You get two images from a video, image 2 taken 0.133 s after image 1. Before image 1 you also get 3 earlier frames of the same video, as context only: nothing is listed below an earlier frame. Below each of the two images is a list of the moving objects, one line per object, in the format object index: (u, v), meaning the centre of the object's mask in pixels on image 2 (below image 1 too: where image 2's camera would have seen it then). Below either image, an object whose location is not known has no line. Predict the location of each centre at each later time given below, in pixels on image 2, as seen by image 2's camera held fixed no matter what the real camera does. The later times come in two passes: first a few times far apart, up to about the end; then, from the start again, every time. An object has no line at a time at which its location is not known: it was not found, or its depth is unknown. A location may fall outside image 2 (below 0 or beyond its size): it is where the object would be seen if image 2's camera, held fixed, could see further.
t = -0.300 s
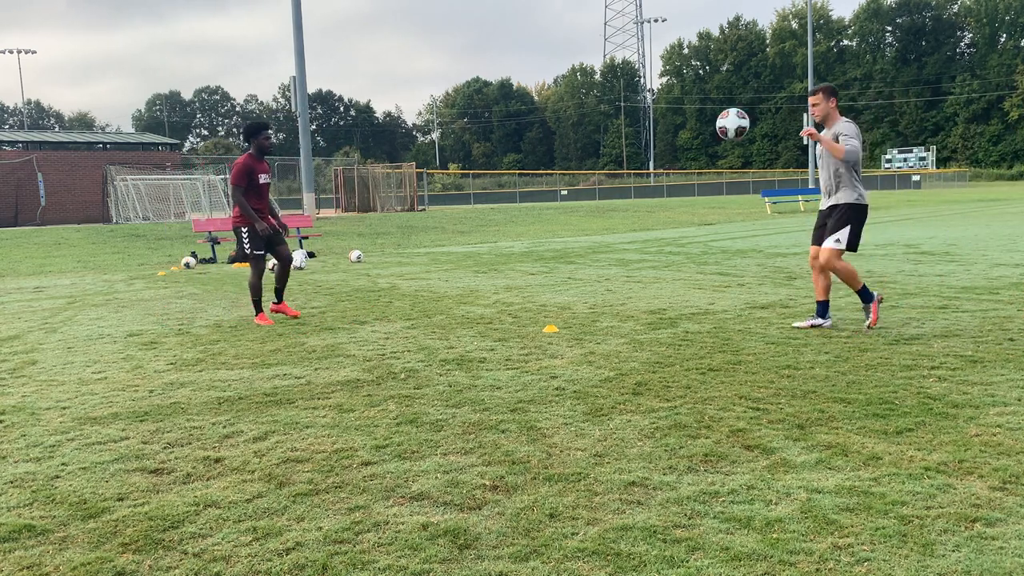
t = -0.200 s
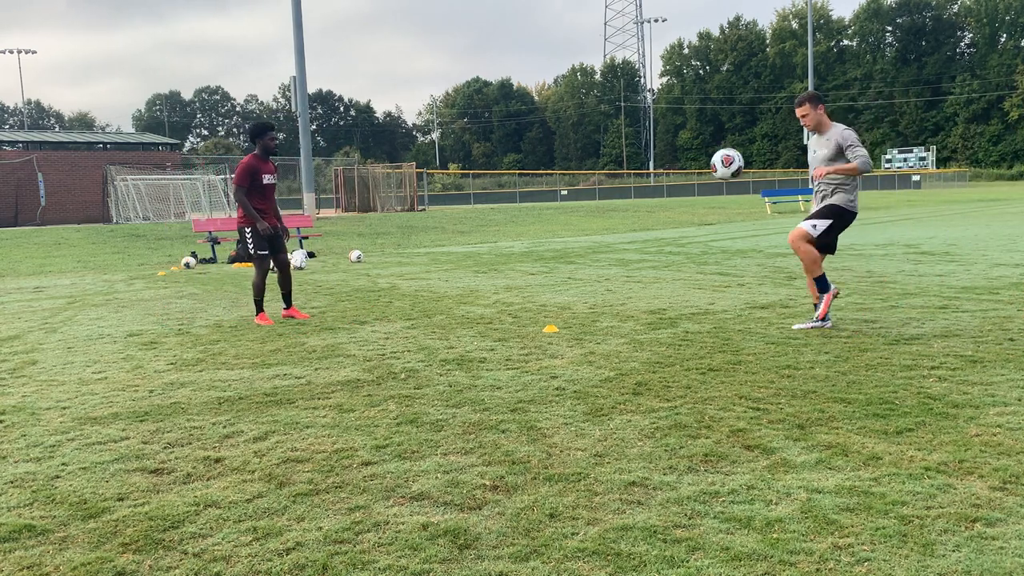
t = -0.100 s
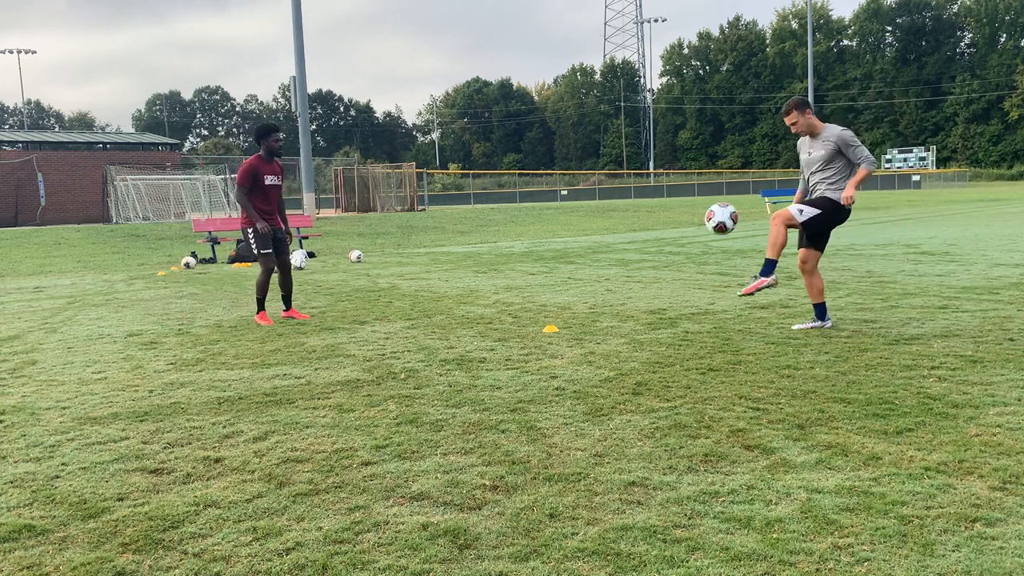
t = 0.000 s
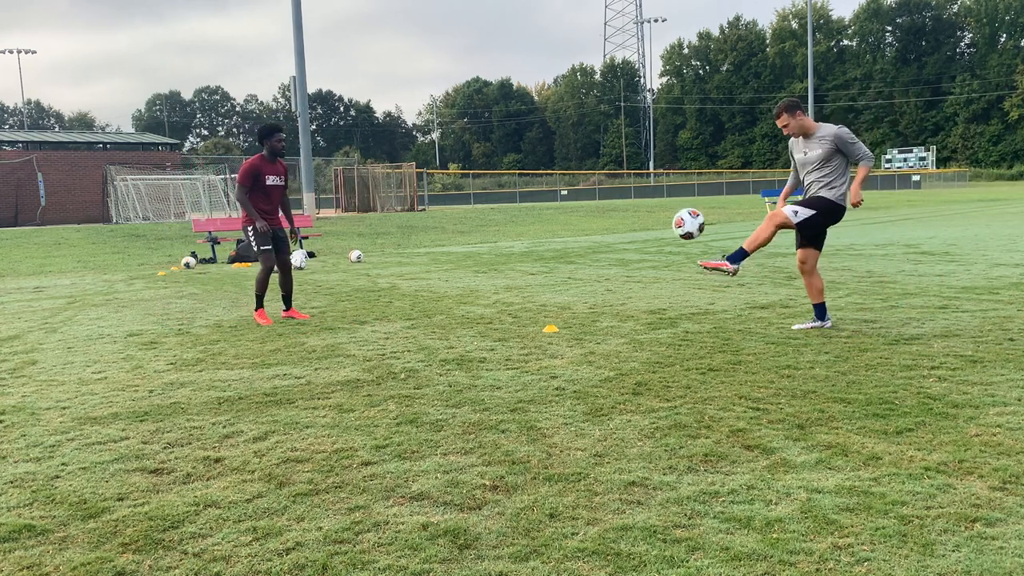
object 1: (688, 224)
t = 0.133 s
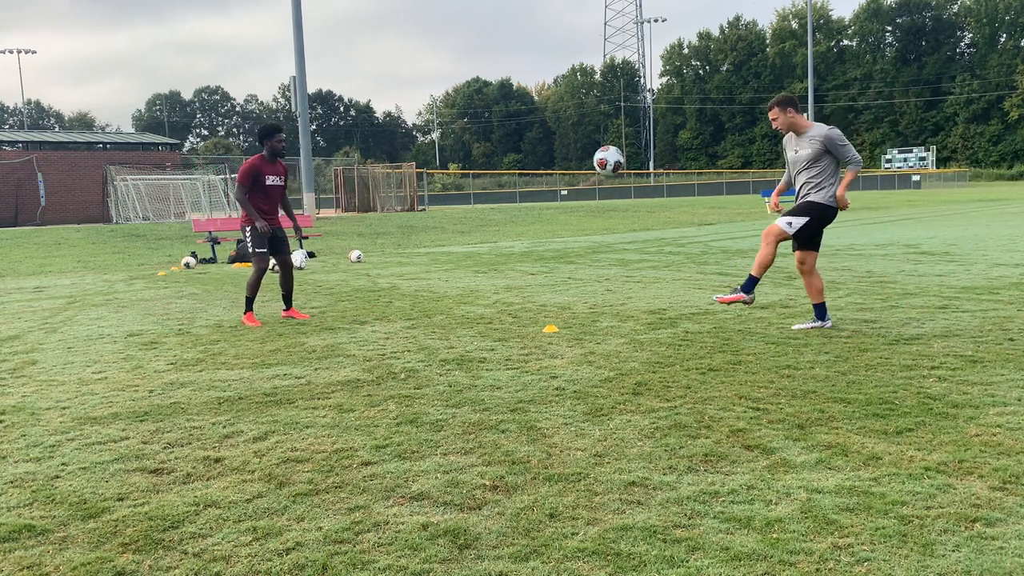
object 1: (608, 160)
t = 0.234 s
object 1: (554, 131)
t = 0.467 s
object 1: (446, 118)
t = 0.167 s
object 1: (590, 149)
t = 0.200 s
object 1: (572, 140)
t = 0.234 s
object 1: (554, 131)
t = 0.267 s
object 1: (538, 125)
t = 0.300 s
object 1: (521, 120)
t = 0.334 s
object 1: (505, 117)
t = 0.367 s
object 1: (490, 115)
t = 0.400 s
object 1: (474, 115)
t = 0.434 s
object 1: (460, 116)
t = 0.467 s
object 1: (446, 118)
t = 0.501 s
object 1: (432, 123)
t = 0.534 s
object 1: (419, 128)
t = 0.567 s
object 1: (406, 134)
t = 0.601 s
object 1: (394, 141)
